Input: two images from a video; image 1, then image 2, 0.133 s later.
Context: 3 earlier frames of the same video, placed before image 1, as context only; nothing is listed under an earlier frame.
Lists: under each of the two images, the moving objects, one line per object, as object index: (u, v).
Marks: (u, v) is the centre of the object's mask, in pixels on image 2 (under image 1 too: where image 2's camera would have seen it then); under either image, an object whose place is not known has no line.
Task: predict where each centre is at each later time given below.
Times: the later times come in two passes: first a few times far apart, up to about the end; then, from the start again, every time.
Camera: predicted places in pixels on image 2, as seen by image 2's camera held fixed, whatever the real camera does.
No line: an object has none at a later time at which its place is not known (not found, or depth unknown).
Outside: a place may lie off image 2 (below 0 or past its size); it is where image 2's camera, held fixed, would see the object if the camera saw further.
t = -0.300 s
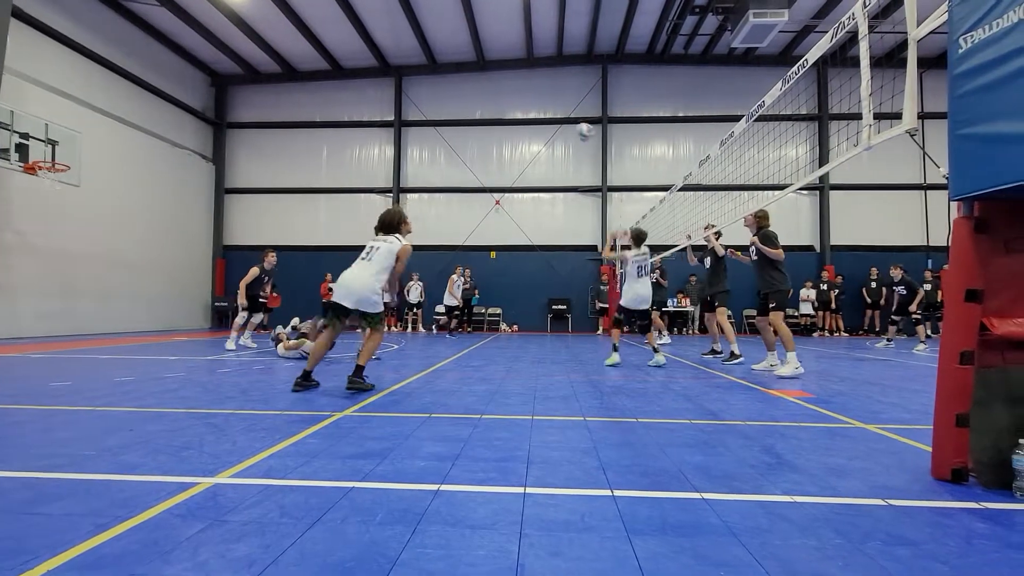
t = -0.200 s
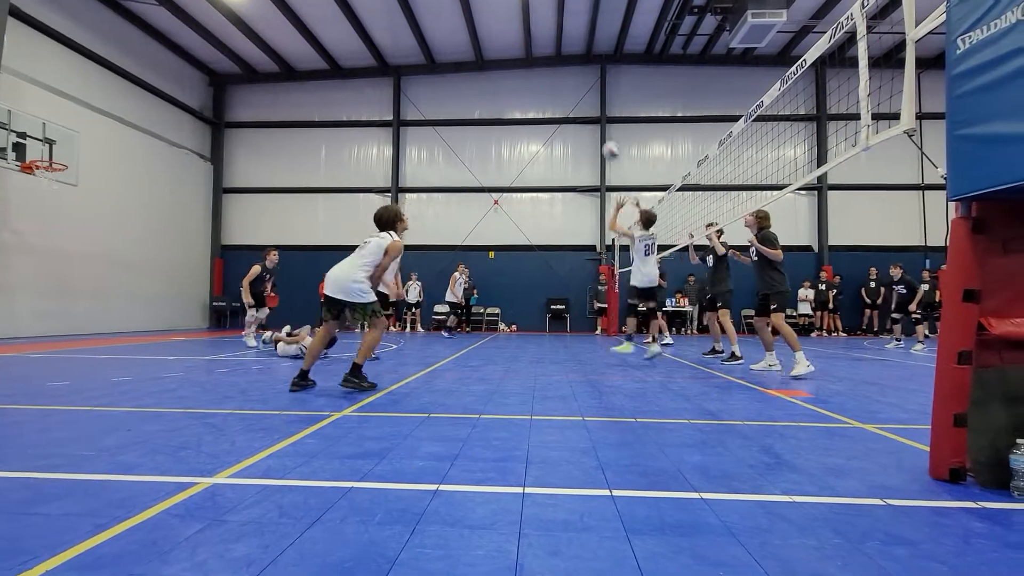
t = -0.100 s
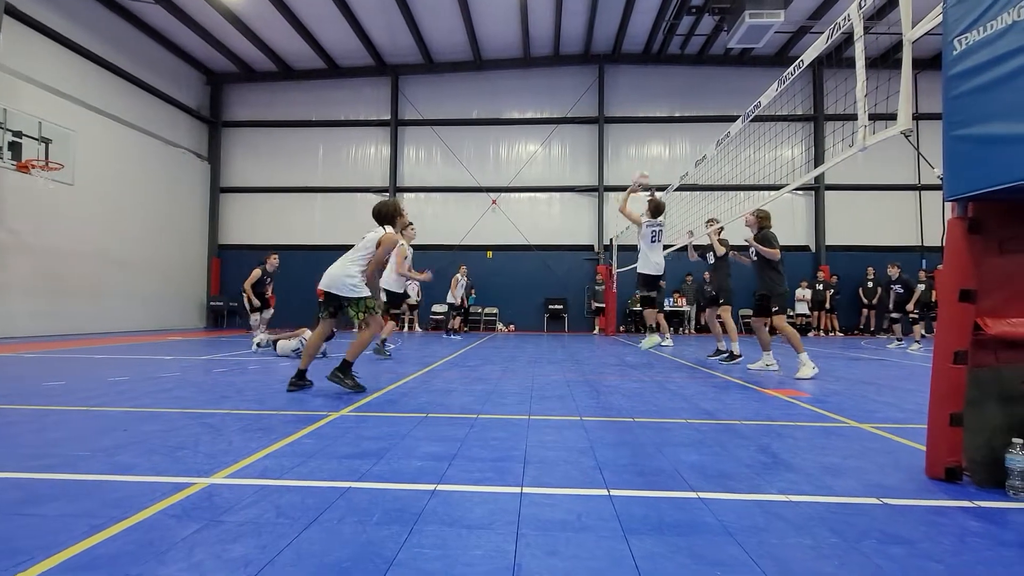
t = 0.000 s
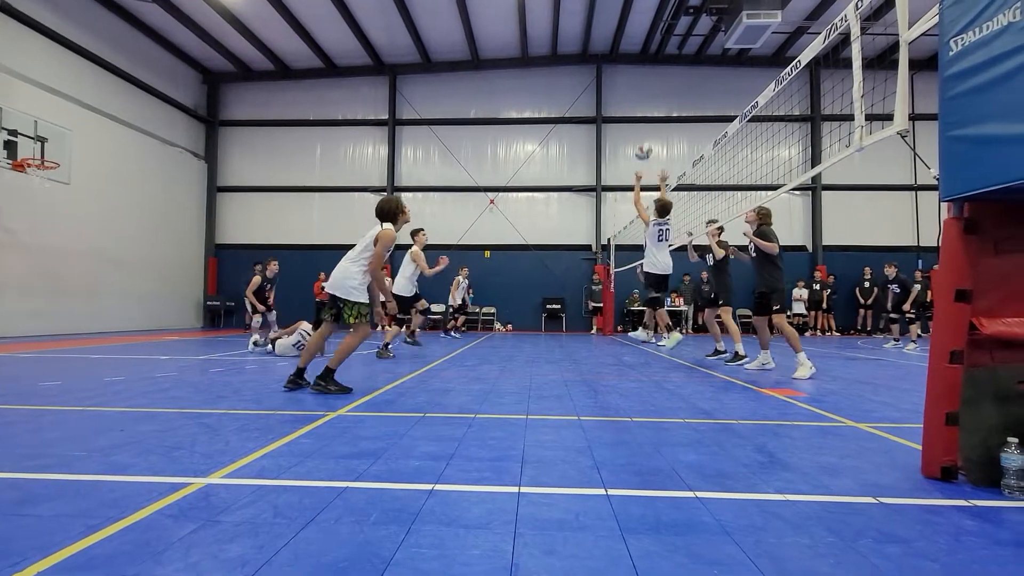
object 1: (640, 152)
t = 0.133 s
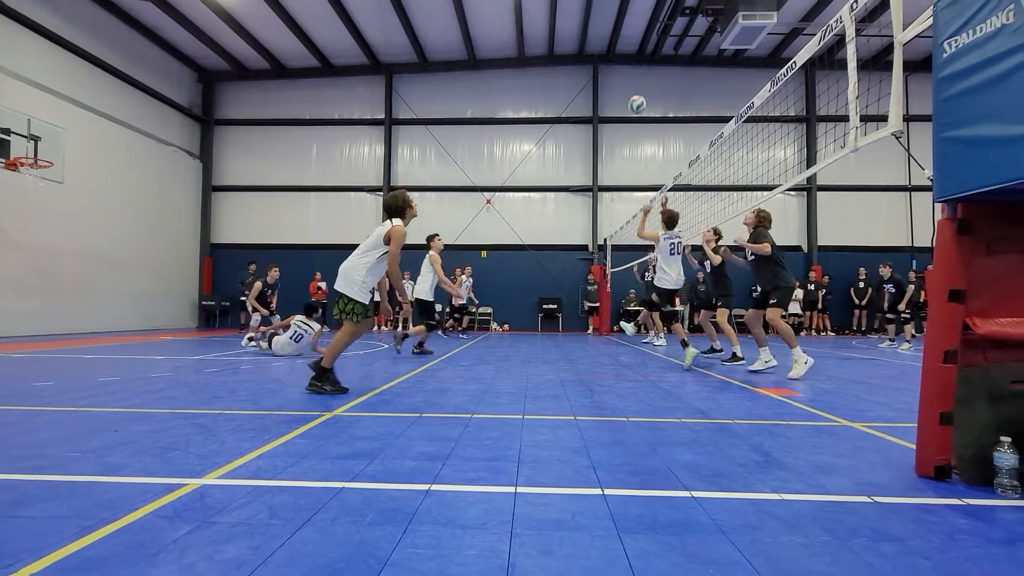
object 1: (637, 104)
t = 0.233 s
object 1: (635, 80)
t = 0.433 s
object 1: (632, 57)
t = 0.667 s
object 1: (629, 67)
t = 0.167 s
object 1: (636, 94)
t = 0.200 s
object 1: (636, 87)
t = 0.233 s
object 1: (635, 80)
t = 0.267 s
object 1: (635, 74)
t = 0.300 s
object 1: (635, 69)
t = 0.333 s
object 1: (634, 64)
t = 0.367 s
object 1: (634, 60)
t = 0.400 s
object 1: (633, 58)
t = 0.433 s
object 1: (632, 57)
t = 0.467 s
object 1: (632, 56)
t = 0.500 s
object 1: (632, 56)
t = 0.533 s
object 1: (631, 57)
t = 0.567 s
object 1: (631, 58)
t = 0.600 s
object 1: (630, 60)
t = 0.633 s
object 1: (630, 63)
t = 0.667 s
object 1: (629, 67)
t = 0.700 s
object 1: (629, 71)
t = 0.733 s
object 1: (628, 76)
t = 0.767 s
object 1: (628, 82)
